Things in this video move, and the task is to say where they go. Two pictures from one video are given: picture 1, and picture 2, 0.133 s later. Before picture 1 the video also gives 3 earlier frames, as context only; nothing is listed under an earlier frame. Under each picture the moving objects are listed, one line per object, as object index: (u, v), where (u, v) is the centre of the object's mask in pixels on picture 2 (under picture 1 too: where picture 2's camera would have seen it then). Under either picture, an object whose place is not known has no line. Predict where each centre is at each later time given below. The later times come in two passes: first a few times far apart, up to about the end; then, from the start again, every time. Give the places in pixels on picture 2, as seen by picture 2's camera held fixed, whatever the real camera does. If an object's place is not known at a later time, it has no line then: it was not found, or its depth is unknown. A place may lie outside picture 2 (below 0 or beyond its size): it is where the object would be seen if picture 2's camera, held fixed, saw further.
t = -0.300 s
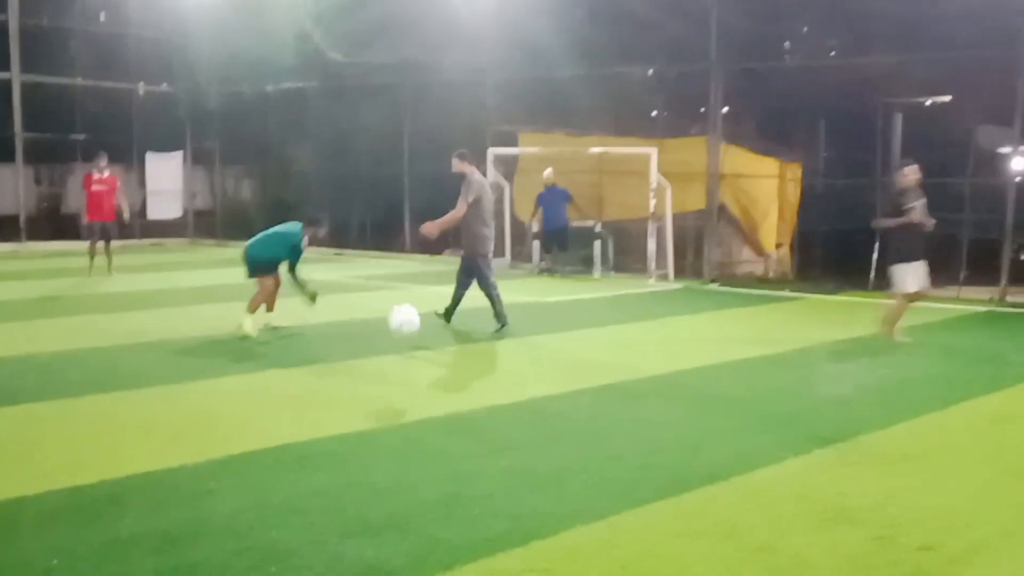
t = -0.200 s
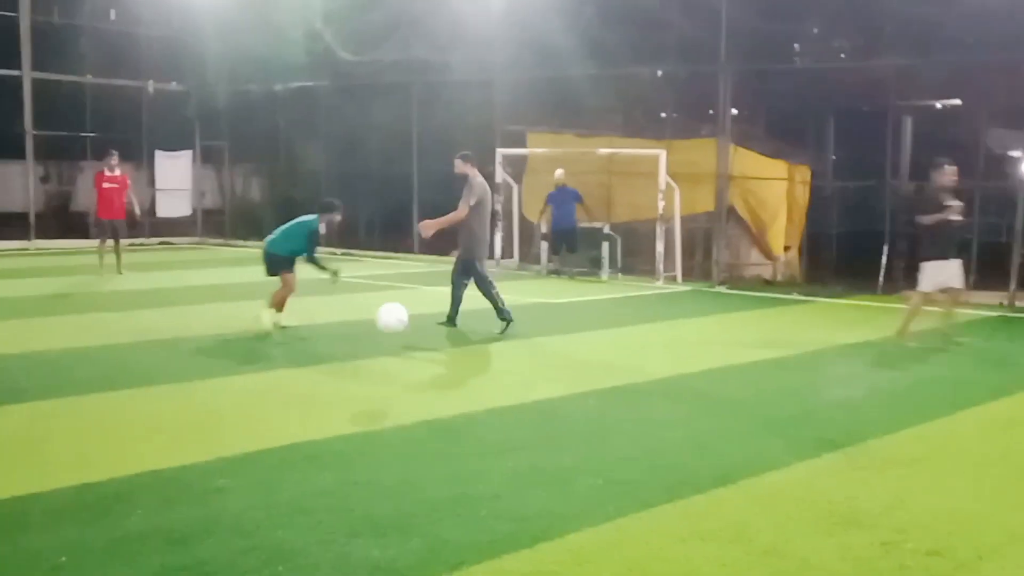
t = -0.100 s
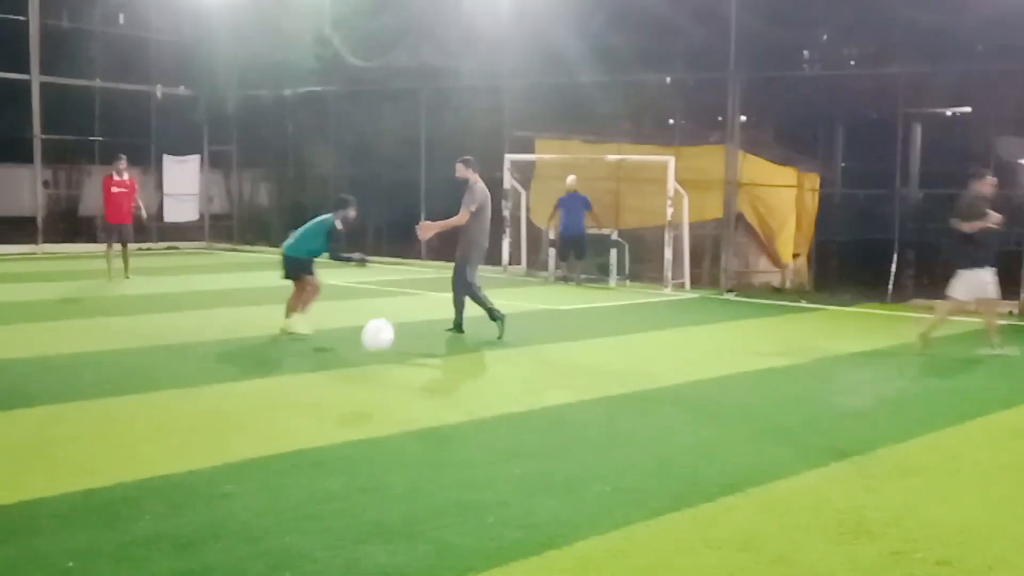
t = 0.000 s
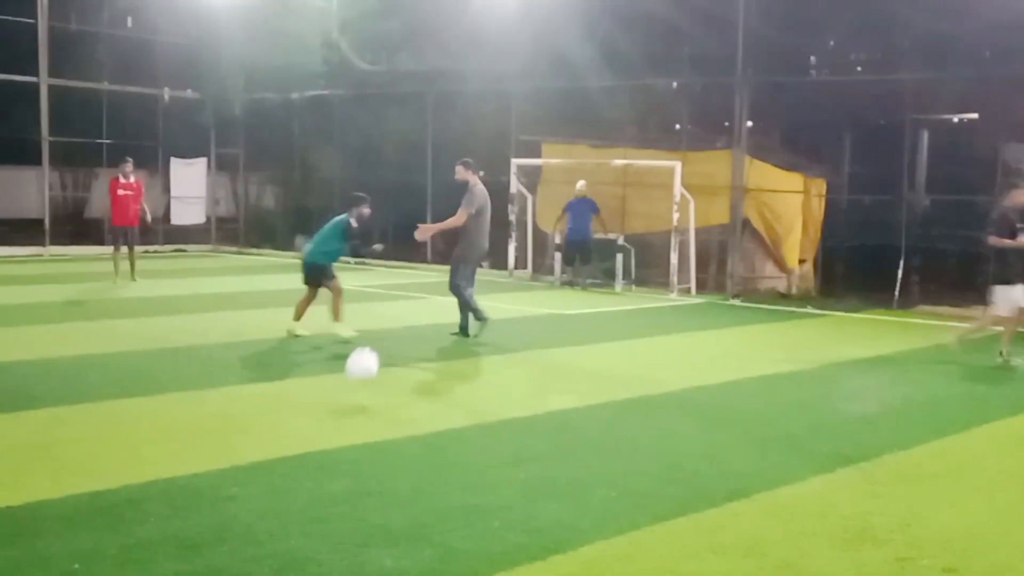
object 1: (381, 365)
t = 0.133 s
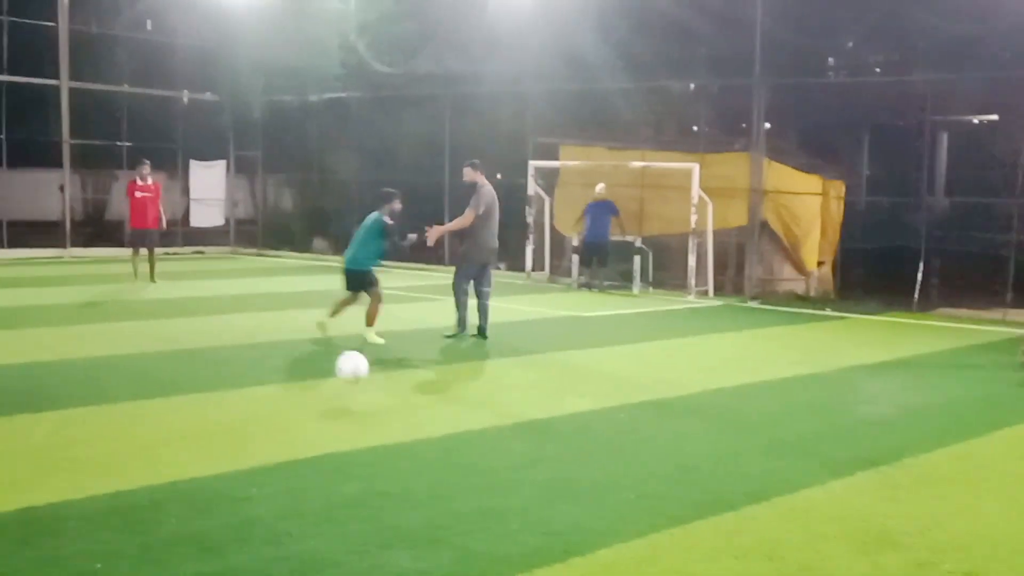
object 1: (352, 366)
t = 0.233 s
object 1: (330, 355)
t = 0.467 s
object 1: (276, 385)
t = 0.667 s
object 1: (235, 372)
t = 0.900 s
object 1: (185, 382)
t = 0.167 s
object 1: (344, 361)
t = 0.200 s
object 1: (338, 357)
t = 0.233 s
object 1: (330, 355)
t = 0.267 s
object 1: (322, 355)
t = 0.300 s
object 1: (315, 356)
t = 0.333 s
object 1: (307, 358)
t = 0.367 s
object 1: (299, 363)
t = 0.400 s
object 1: (291, 367)
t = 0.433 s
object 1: (284, 375)
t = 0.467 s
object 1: (276, 385)
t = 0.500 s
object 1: (269, 381)
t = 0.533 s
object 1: (263, 376)
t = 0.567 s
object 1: (255, 374)
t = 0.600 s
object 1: (248, 372)
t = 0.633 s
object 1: (242, 372)
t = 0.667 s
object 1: (235, 372)
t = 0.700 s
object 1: (227, 376)
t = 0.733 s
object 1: (221, 380)
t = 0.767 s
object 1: (215, 386)
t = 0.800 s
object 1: (206, 385)
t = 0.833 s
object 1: (200, 382)
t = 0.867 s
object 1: (192, 382)
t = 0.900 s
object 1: (185, 382)
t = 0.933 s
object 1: (178, 384)
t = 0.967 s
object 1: (171, 387)
